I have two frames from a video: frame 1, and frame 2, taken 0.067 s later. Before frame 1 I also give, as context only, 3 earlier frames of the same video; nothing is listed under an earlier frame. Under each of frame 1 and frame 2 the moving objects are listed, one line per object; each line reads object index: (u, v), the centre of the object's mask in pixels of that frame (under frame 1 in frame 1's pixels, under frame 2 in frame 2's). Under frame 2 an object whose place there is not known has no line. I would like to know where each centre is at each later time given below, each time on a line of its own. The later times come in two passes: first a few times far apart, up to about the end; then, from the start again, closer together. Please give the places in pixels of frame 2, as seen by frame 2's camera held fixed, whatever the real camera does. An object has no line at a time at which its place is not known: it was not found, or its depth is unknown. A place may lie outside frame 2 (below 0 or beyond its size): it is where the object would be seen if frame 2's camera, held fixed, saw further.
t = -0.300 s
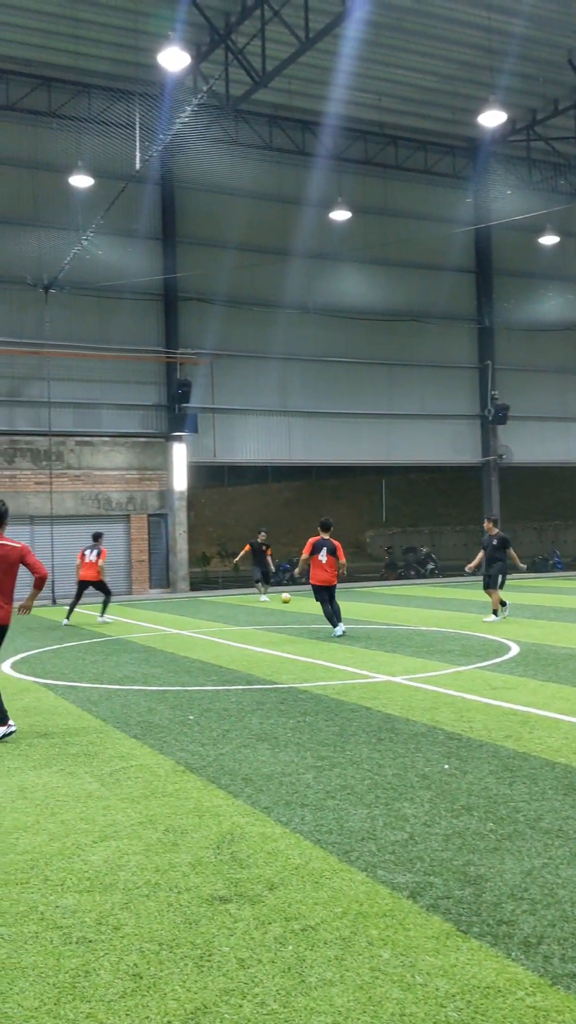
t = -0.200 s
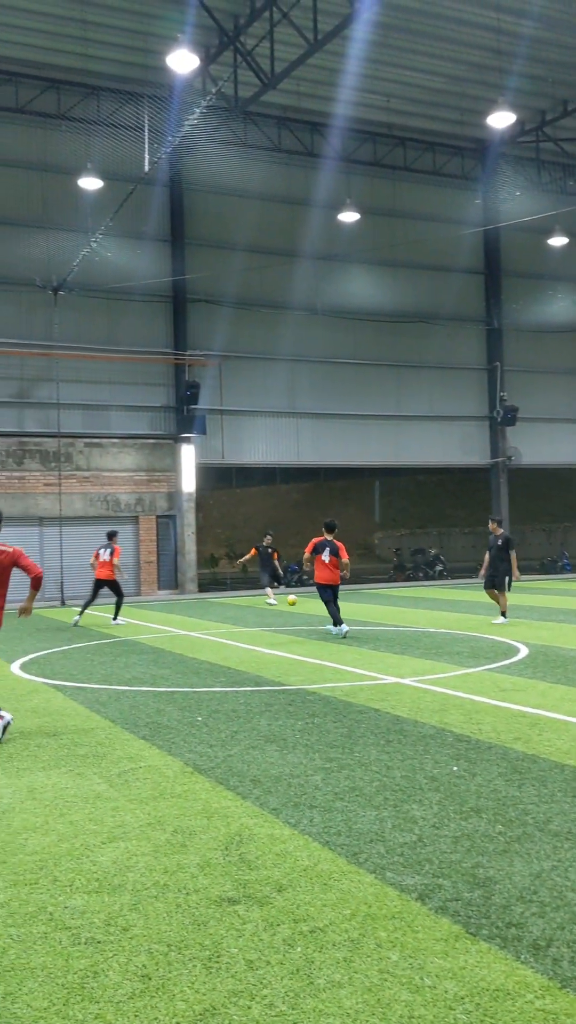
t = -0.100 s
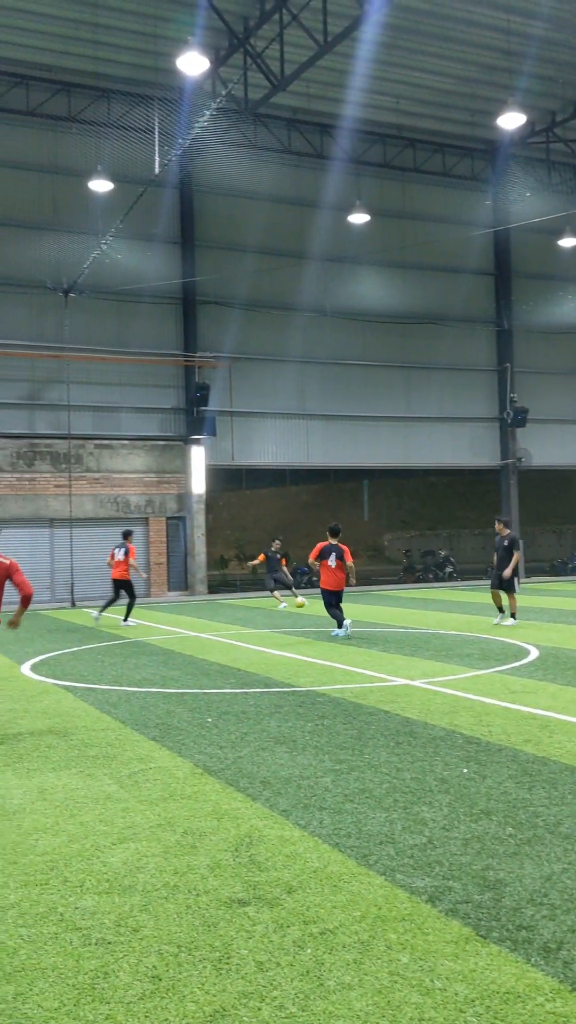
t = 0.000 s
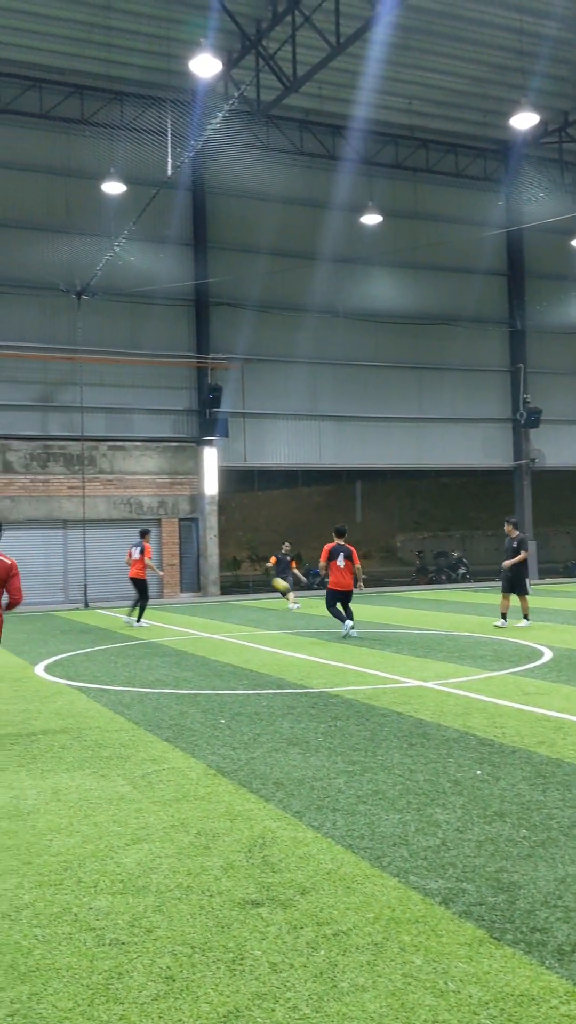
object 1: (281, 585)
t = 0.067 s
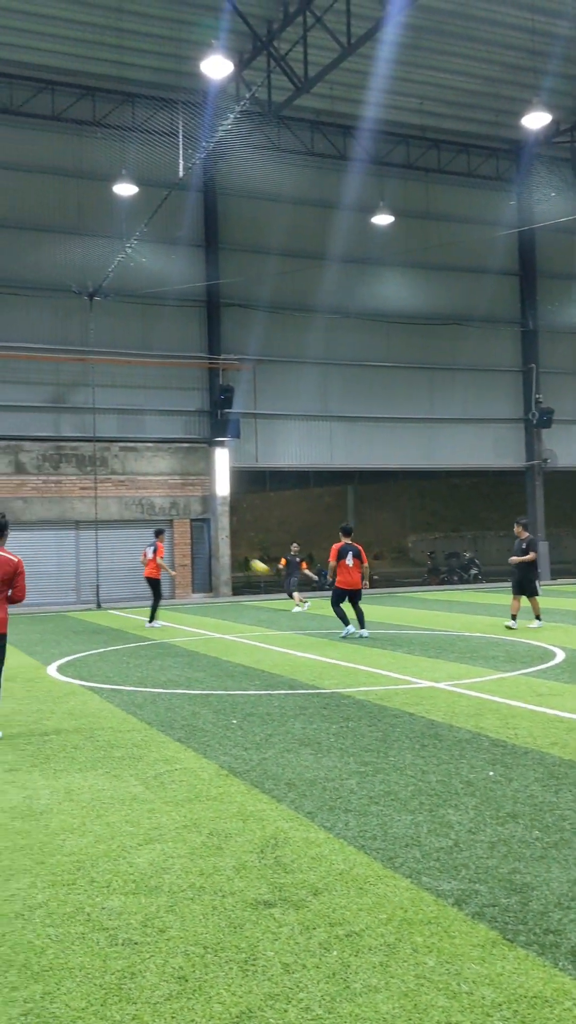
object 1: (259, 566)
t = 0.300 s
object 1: (114, 505)
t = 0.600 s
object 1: (-173, 436)
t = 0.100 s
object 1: (241, 558)
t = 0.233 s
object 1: (161, 522)
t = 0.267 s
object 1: (138, 513)
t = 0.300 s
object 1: (114, 505)
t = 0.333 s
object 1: (89, 497)
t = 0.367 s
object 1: (63, 489)
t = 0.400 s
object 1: (35, 480)
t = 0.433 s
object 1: (5, 472)
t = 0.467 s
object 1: (-26, 464)
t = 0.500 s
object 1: (-59, 457)
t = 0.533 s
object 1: (-95, 450)
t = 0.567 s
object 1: (-133, 442)
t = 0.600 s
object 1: (-173, 436)
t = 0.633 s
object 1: (-216, 428)
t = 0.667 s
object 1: (-263, 422)
